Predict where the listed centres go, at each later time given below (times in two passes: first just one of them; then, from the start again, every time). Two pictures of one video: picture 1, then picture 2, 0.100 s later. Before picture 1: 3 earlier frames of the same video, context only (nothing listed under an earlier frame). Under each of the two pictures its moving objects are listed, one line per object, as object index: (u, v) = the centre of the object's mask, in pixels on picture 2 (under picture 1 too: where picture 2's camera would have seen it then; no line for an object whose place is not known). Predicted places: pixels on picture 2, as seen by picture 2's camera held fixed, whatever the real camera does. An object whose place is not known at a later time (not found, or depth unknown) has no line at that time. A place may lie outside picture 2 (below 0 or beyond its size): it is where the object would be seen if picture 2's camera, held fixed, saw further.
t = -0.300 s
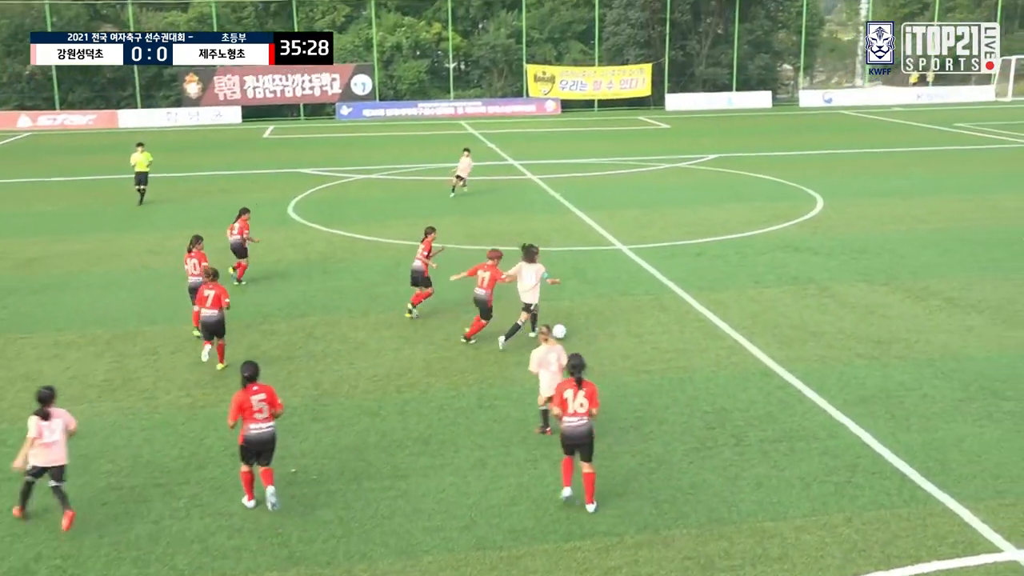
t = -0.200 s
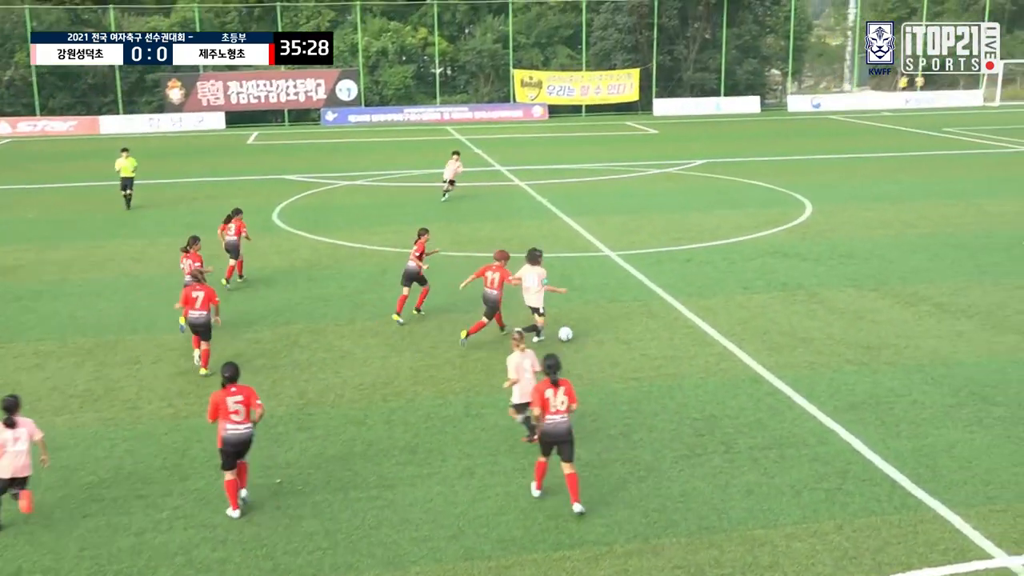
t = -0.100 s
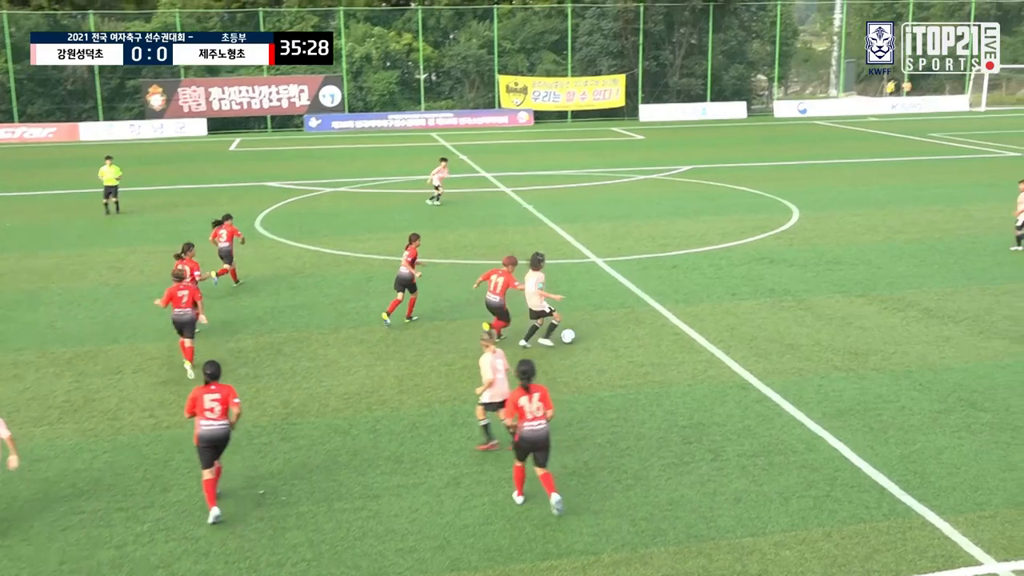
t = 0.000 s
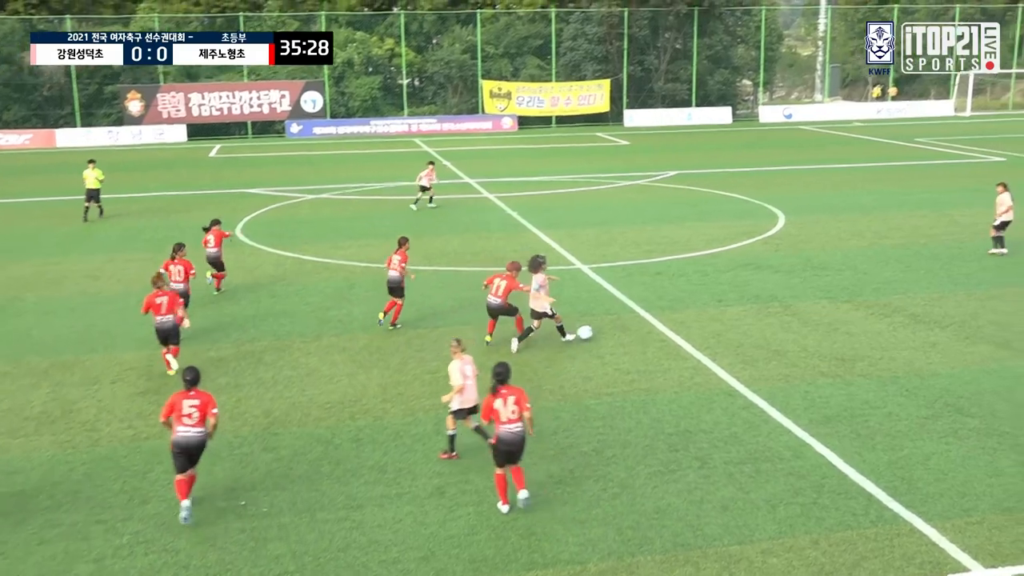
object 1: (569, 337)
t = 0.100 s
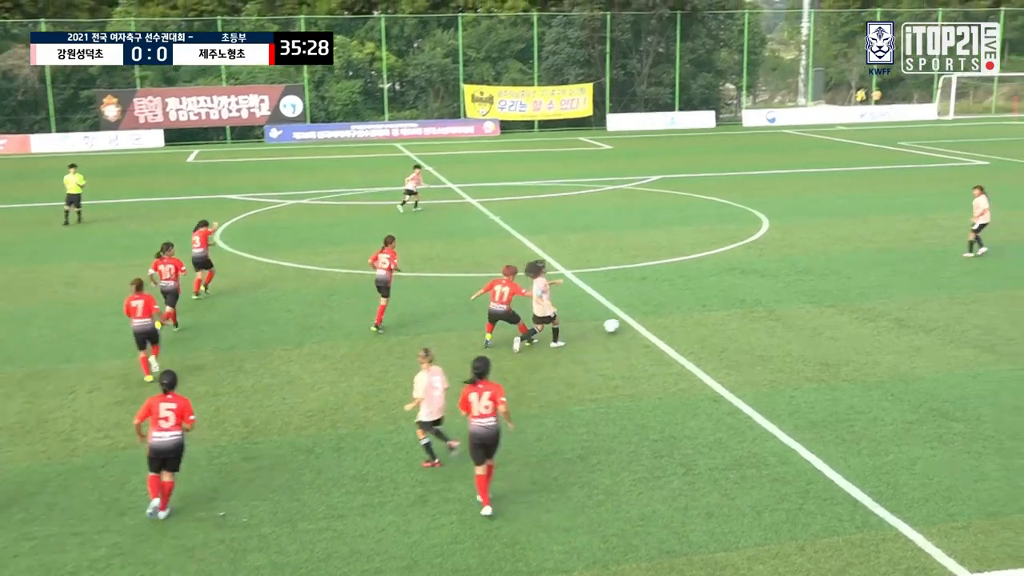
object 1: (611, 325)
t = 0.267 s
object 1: (667, 311)
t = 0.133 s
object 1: (624, 324)
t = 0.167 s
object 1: (637, 320)
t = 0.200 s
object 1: (647, 316)
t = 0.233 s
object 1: (657, 313)
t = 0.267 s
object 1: (667, 311)
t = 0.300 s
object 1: (677, 309)
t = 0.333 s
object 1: (686, 307)
